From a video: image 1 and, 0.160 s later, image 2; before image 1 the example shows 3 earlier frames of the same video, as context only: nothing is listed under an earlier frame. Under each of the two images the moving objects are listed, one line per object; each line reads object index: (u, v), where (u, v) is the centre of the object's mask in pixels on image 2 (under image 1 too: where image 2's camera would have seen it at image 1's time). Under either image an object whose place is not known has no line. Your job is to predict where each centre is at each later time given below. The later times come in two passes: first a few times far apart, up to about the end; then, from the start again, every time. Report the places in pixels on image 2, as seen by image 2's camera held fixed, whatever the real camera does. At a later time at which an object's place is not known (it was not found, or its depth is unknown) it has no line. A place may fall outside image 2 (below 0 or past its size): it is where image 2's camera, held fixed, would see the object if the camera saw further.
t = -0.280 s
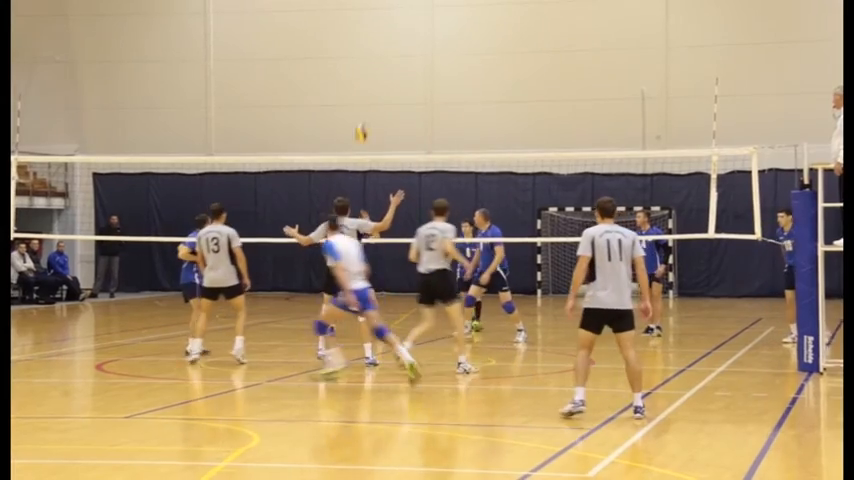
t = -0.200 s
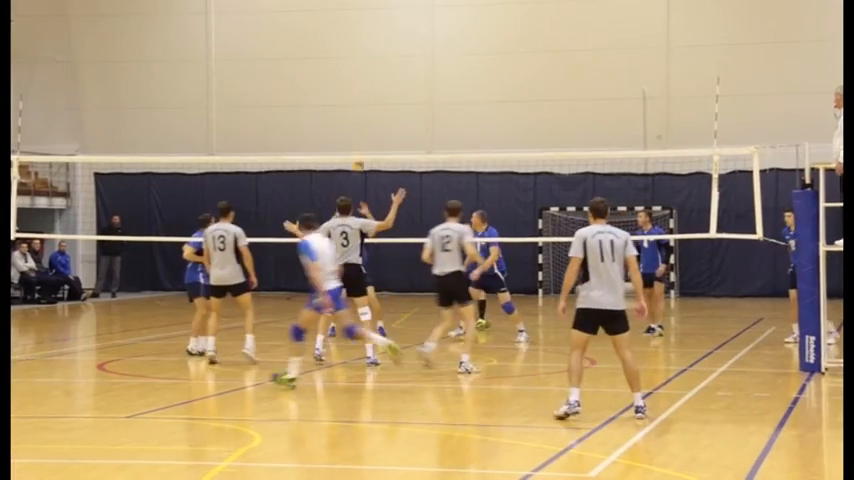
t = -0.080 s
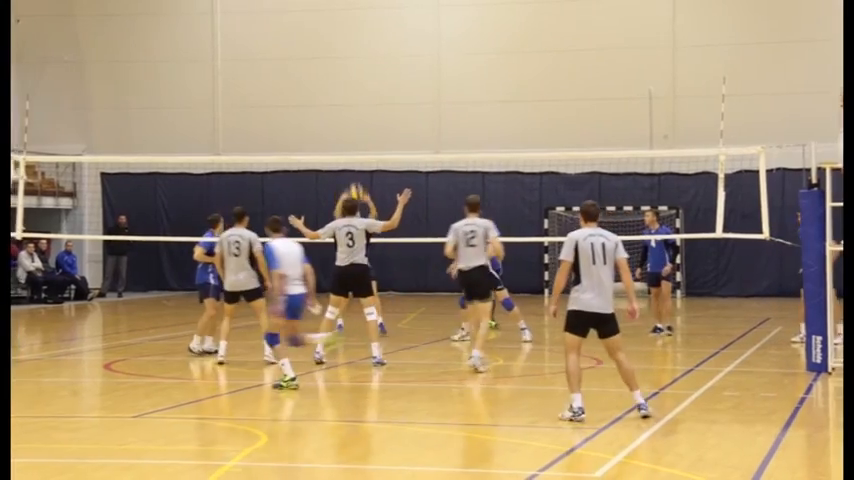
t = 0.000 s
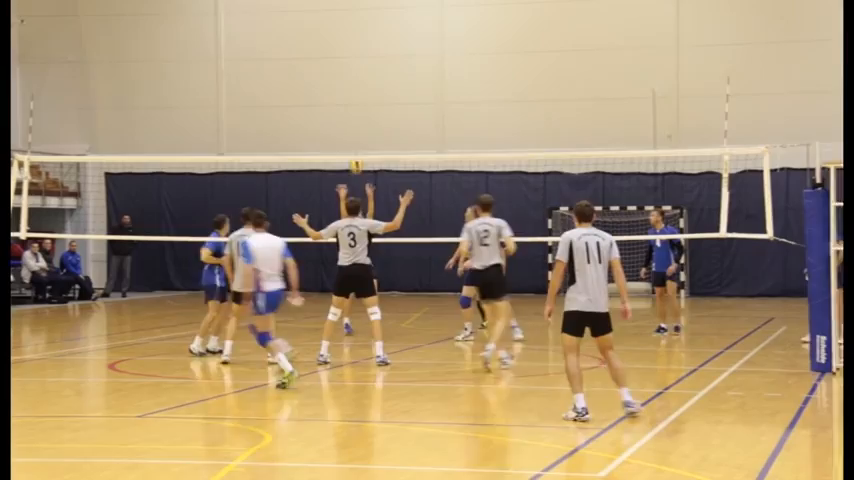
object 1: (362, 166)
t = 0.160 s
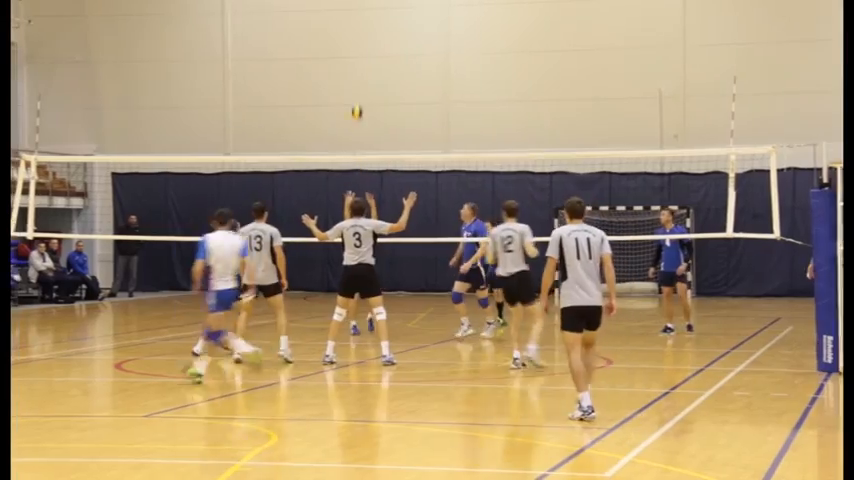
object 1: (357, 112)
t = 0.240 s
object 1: (352, 92)
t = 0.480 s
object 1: (344, 61)
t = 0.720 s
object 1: (333, 68)
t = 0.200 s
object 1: (355, 101)
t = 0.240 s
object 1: (352, 92)
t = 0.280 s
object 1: (352, 84)
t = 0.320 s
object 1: (350, 77)
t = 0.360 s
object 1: (350, 72)
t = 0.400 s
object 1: (348, 67)
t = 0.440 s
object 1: (346, 63)
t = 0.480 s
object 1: (344, 61)
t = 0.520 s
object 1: (344, 59)
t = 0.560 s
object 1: (341, 59)
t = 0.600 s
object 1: (339, 59)
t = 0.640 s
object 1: (337, 60)
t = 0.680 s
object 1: (335, 63)
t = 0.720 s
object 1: (333, 68)
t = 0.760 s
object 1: (332, 74)
